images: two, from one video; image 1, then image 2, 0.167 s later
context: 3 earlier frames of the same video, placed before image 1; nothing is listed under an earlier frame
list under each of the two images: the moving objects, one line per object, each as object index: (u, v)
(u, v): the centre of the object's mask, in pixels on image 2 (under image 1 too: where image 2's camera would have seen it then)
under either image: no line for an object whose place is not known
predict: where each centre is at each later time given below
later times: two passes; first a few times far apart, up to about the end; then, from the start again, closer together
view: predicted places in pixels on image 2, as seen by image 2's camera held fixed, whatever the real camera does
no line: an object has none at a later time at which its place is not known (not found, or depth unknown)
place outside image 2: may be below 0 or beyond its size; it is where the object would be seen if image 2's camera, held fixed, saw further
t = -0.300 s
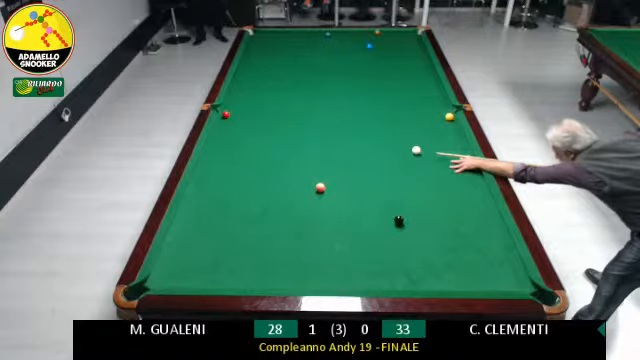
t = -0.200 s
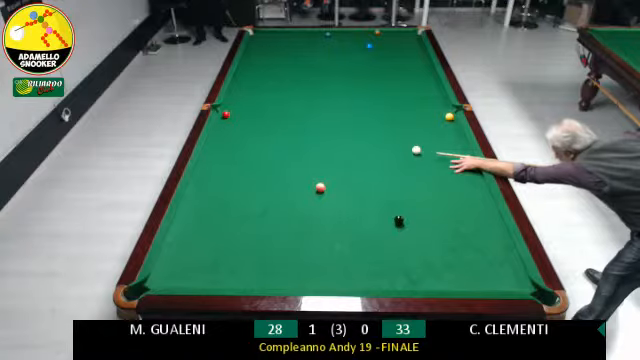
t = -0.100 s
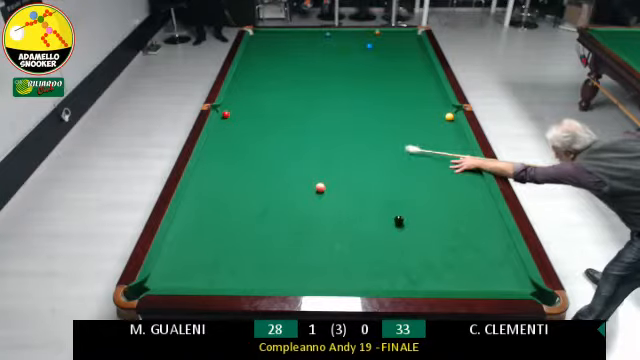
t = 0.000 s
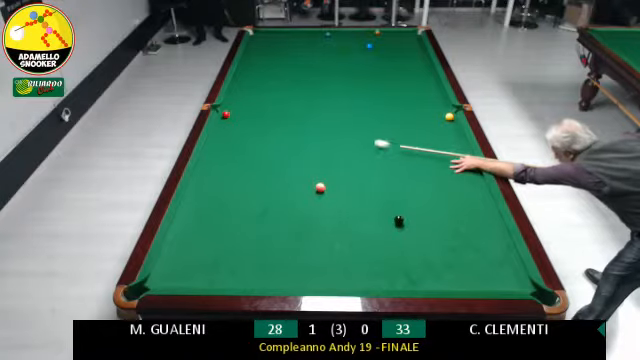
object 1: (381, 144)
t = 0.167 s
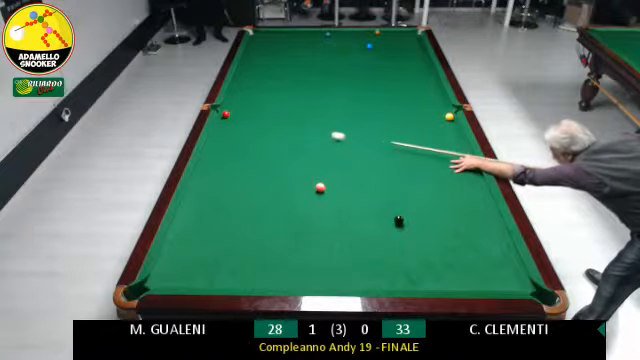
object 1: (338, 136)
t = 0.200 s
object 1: (330, 134)
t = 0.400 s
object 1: (284, 126)
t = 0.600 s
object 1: (240, 118)
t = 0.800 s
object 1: (222, 120)
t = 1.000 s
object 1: (237, 123)
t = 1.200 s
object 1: (251, 126)
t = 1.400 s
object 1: (264, 128)
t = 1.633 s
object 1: (280, 132)
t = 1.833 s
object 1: (293, 135)
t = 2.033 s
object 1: (306, 138)
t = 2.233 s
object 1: (323, 141)
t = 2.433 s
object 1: (332, 143)
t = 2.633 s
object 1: (344, 145)
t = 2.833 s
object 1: (356, 148)
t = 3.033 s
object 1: (367, 150)
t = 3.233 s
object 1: (378, 152)
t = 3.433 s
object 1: (389, 154)
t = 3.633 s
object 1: (399, 157)
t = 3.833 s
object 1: (408, 158)
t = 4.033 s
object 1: (418, 160)
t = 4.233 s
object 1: (426, 162)
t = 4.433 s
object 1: (434, 164)
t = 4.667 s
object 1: (443, 165)
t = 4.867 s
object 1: (449, 167)
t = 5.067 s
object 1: (455, 168)
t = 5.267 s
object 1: (460, 169)
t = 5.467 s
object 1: (464, 170)
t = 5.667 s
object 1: (469, 171)
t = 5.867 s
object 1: (472, 171)
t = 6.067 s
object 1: (474, 172)
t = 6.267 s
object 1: (475, 172)
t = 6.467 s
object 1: (477, 173)
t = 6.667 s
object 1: (477, 173)
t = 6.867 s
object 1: (477, 173)
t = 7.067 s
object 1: (477, 173)
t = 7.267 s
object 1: (477, 173)
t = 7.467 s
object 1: (477, 173)
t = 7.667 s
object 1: (477, 173)
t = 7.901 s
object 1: (477, 173)
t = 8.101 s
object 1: (477, 173)
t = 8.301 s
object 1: (477, 173)
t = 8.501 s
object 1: (477, 173)
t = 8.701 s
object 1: (477, 173)
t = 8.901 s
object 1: (477, 173)
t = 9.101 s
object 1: (477, 173)
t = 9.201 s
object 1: (477, 172)
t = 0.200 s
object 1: (330, 134)
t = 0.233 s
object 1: (322, 133)
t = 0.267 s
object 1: (315, 132)
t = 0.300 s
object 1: (307, 131)
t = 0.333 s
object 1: (299, 129)
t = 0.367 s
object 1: (292, 128)
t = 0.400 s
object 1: (284, 126)
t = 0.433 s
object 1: (276, 125)
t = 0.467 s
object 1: (269, 123)
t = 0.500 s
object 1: (262, 122)
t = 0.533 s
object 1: (254, 121)
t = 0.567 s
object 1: (247, 120)
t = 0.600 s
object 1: (240, 118)
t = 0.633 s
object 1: (234, 118)
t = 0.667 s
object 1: (228, 117)
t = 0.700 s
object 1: (224, 117)
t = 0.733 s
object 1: (219, 119)
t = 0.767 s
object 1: (219, 119)
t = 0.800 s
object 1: (222, 120)
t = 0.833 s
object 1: (225, 121)
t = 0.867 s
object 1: (228, 121)
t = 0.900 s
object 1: (230, 122)
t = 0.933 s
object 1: (232, 122)
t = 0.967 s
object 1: (235, 123)
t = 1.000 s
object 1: (237, 123)
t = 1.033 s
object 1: (239, 124)
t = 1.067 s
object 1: (242, 124)
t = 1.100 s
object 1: (244, 125)
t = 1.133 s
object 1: (246, 125)
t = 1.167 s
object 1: (248, 125)
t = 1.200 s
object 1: (251, 126)
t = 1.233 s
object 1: (252, 126)
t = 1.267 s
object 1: (254, 127)
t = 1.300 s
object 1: (256, 127)
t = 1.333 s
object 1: (260, 128)
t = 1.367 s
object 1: (262, 128)
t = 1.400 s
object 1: (264, 128)
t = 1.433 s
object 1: (266, 129)
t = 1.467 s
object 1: (269, 130)
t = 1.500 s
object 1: (271, 130)
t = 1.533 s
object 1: (273, 131)
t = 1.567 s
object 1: (276, 132)
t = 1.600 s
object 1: (278, 132)
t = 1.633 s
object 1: (280, 132)
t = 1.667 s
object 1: (282, 133)
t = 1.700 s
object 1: (285, 133)
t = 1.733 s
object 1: (287, 133)
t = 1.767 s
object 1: (289, 134)
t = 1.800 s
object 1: (291, 134)
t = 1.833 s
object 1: (293, 135)
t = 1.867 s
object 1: (295, 135)
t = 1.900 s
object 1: (297, 136)
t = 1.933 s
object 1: (300, 136)
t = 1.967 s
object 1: (302, 137)
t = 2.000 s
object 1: (304, 137)
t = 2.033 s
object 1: (306, 138)
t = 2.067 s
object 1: (308, 138)
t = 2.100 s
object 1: (311, 138)
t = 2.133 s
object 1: (313, 139)
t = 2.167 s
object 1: (315, 139)
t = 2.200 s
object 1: (317, 140)
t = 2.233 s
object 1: (323, 141)
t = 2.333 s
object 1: (326, 141)
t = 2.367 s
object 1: (327, 142)
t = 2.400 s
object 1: (330, 142)
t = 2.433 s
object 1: (332, 143)
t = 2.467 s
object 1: (334, 143)
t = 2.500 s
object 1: (336, 144)
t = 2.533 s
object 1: (338, 144)
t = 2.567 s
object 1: (340, 145)
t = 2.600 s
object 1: (342, 145)
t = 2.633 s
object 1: (344, 145)
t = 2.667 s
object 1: (346, 146)
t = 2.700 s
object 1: (348, 146)
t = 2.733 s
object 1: (349, 147)
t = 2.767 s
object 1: (351, 147)
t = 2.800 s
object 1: (353, 148)
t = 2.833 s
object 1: (356, 148)
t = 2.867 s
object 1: (357, 148)
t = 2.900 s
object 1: (359, 149)
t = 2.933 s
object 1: (361, 149)
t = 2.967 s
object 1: (363, 149)
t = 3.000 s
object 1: (365, 150)
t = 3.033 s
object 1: (367, 150)
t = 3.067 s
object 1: (369, 150)
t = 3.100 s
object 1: (371, 151)
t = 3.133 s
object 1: (372, 151)
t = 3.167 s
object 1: (375, 152)
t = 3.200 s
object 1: (376, 152)
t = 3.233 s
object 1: (378, 152)
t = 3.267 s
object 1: (380, 153)
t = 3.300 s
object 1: (382, 153)
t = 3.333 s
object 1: (383, 153)
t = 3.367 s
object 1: (385, 154)
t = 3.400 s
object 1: (387, 154)
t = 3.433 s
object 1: (389, 154)
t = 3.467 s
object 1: (390, 155)
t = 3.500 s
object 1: (392, 155)
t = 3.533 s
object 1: (394, 155)
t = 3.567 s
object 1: (395, 156)
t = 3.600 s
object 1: (396, 156)
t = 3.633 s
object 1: (399, 157)
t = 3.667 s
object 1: (400, 157)
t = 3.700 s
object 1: (402, 157)
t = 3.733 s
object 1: (403, 158)
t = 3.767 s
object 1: (405, 158)
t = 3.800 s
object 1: (407, 158)
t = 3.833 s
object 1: (408, 158)
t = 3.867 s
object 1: (410, 159)
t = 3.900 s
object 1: (411, 159)
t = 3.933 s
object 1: (413, 160)
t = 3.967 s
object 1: (415, 160)
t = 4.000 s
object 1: (416, 160)
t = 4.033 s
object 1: (418, 160)
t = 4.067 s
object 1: (419, 161)
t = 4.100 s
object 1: (420, 161)
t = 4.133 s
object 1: (422, 161)
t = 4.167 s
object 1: (423, 161)
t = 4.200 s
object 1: (425, 162)
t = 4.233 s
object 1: (426, 162)
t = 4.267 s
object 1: (427, 162)
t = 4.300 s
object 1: (429, 163)
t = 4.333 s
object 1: (430, 163)
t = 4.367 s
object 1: (431, 163)
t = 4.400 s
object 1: (433, 164)
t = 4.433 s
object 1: (434, 164)
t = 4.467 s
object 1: (435, 164)
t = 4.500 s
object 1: (437, 164)
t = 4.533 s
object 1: (438, 164)
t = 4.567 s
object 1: (439, 165)
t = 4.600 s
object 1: (440, 165)
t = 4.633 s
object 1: (441, 165)
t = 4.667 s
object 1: (443, 165)
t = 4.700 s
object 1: (443, 165)
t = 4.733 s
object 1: (446, 165)
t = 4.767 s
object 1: (447, 166)
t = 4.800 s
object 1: (447, 166)
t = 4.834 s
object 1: (448, 166)
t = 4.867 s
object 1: (449, 167)
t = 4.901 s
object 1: (450, 167)
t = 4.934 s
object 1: (451, 167)
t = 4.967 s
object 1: (452, 167)
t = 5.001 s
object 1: (452, 167)
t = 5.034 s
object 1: (454, 168)
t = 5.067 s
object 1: (455, 168)
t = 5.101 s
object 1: (456, 168)
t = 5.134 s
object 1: (457, 168)
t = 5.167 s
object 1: (458, 169)
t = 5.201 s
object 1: (459, 169)
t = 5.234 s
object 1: (460, 169)
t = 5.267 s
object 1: (460, 169)
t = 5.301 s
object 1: (461, 169)
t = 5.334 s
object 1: (462, 169)
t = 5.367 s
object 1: (463, 170)
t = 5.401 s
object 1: (464, 170)
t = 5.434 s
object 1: (464, 170)
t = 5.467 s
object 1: (464, 170)
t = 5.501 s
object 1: (466, 170)
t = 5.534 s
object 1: (466, 170)
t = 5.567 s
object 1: (467, 170)
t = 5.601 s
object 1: (467, 170)
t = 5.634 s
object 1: (468, 171)
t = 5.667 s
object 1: (469, 171)
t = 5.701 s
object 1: (469, 171)
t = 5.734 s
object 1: (470, 171)
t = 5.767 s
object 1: (470, 171)
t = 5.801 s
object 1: (471, 171)
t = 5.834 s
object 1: (471, 171)
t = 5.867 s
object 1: (472, 171)
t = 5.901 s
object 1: (472, 172)
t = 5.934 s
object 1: (472, 171)
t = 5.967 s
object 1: (472, 171)
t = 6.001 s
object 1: (473, 172)
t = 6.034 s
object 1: (473, 172)
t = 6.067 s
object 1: (474, 172)
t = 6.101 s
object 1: (474, 172)
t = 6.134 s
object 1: (474, 172)
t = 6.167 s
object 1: (475, 172)
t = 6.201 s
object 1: (475, 172)
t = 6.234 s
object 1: (475, 172)
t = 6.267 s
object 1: (475, 172)
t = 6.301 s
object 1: (475, 172)
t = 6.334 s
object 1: (476, 173)
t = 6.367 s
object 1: (476, 173)
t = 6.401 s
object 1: (476, 173)
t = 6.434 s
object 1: (476, 173)
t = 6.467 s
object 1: (477, 173)
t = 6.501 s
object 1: (477, 173)
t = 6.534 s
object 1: (477, 173)
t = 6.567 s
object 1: (477, 173)
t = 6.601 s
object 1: (477, 173)
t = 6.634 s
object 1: (477, 173)
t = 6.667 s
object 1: (477, 173)
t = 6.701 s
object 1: (477, 173)
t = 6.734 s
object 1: (477, 173)
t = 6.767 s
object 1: (477, 173)
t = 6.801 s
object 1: (477, 173)
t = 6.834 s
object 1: (477, 173)
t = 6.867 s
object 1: (477, 173)
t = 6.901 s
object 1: (477, 173)
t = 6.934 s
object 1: (477, 173)
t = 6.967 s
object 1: (477, 173)
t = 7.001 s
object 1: (477, 173)
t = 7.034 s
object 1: (477, 173)
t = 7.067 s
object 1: (477, 173)
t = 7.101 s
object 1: (477, 173)
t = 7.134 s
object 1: (477, 173)
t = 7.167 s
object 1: (477, 173)
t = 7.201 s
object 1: (477, 173)
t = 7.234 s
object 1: (477, 173)
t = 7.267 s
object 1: (477, 173)
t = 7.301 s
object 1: (477, 173)
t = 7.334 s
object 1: (477, 173)
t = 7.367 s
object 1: (477, 173)
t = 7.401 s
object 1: (477, 173)
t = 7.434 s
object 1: (477, 173)
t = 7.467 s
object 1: (477, 173)
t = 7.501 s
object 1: (477, 173)
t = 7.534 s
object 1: (477, 173)
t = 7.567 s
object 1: (477, 173)
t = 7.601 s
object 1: (477, 173)
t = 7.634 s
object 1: (477, 173)
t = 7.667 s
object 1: (477, 173)
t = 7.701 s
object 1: (477, 173)
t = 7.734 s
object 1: (477, 173)
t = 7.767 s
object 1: (477, 173)
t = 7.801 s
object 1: (477, 173)
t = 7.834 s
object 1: (477, 173)
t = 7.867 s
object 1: (477, 173)
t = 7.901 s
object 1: (477, 173)
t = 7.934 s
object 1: (477, 173)
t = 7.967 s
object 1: (477, 173)
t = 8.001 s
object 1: (477, 173)
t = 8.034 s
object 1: (477, 173)
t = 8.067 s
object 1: (477, 173)
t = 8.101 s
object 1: (477, 173)
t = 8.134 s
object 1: (477, 173)
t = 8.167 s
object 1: (477, 173)
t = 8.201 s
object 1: (477, 173)
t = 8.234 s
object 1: (477, 173)
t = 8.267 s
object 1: (477, 173)
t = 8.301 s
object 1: (477, 173)
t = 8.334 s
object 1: (477, 173)
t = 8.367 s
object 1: (477, 173)
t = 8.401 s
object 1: (477, 173)
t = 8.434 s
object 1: (477, 173)
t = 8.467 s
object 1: (477, 173)
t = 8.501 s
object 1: (477, 173)
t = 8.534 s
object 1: (477, 173)
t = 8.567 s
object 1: (477, 173)
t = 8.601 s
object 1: (477, 173)
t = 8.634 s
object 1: (477, 173)
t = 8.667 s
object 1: (477, 173)
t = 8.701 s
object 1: (477, 173)
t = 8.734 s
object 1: (477, 173)
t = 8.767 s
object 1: (477, 173)
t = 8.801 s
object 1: (477, 173)
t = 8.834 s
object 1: (477, 173)
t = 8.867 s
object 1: (477, 173)
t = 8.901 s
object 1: (477, 173)
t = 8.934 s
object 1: (477, 173)
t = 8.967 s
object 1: (477, 173)
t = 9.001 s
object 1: (477, 173)
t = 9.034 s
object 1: (477, 173)
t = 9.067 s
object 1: (477, 173)
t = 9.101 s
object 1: (477, 173)
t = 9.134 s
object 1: (477, 173)
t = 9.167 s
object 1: (477, 173)
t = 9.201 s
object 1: (477, 172)
